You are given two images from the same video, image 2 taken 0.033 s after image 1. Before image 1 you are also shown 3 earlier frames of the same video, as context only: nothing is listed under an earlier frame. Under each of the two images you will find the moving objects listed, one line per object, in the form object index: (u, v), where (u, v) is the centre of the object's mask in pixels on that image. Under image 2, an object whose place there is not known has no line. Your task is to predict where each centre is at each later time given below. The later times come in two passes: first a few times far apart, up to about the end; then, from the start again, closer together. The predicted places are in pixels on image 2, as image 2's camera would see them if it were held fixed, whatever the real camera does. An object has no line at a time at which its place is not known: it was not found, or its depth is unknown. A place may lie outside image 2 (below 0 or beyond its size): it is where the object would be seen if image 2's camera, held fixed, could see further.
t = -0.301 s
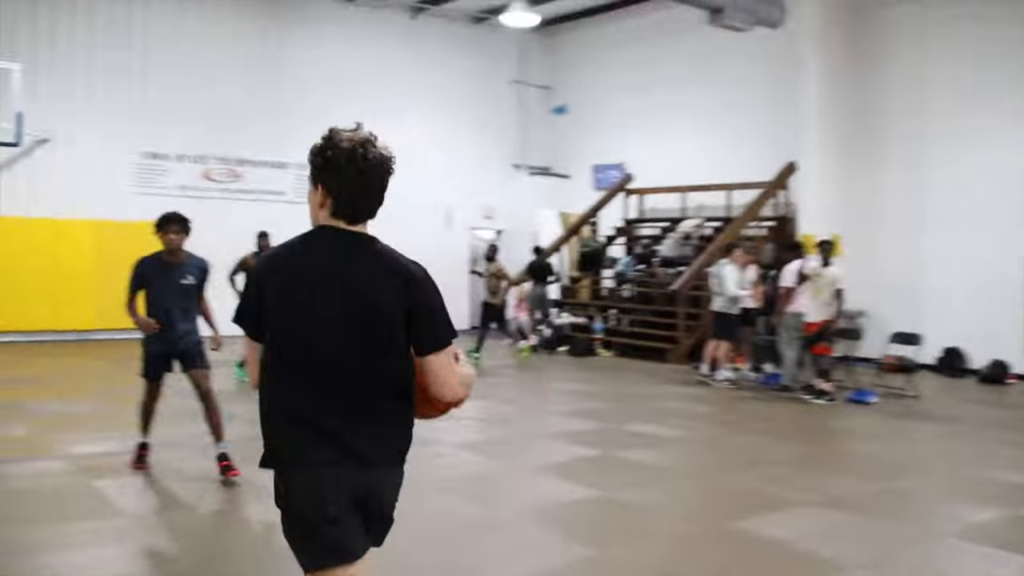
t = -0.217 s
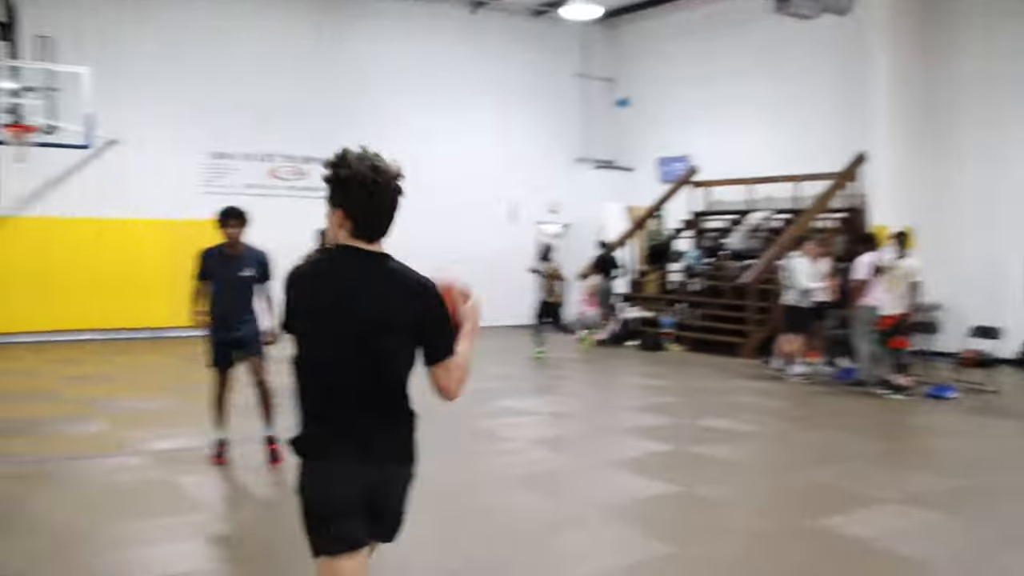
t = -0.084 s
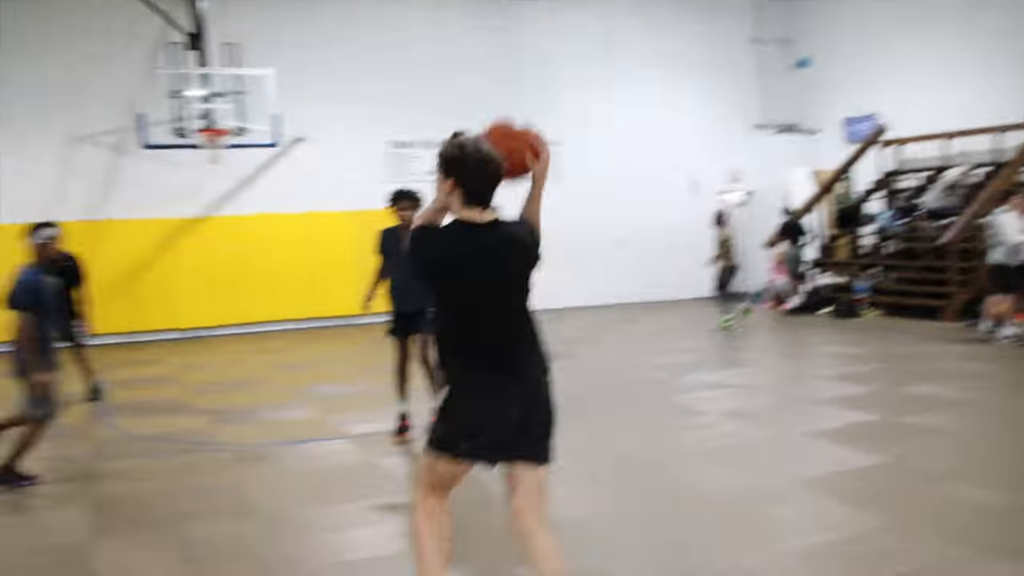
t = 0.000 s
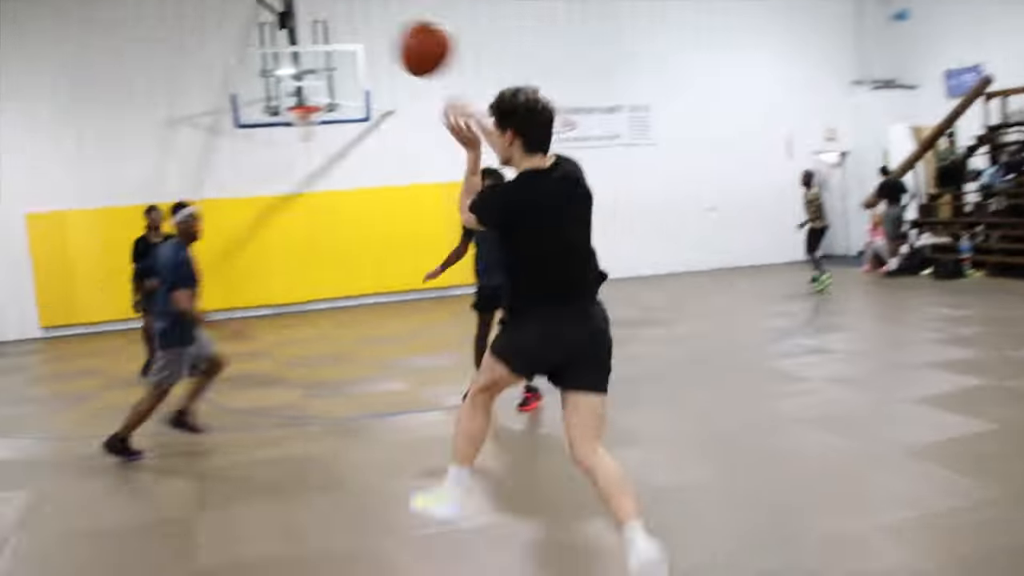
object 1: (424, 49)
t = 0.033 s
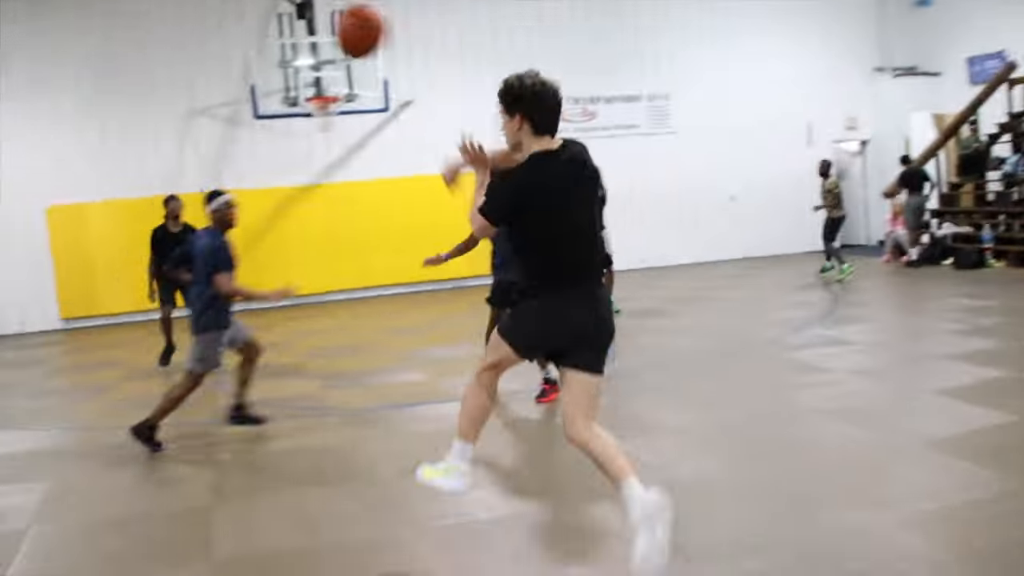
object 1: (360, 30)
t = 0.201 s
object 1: (72, 37)
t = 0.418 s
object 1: (-137, 70)
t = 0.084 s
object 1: (257, 26)
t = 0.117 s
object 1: (196, 27)
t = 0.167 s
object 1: (119, 33)
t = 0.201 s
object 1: (72, 37)
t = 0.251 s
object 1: (13, 41)
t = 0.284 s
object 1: (-23, 44)
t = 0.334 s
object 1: (-70, 52)
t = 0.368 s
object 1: (-98, 59)
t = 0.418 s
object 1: (-137, 70)
